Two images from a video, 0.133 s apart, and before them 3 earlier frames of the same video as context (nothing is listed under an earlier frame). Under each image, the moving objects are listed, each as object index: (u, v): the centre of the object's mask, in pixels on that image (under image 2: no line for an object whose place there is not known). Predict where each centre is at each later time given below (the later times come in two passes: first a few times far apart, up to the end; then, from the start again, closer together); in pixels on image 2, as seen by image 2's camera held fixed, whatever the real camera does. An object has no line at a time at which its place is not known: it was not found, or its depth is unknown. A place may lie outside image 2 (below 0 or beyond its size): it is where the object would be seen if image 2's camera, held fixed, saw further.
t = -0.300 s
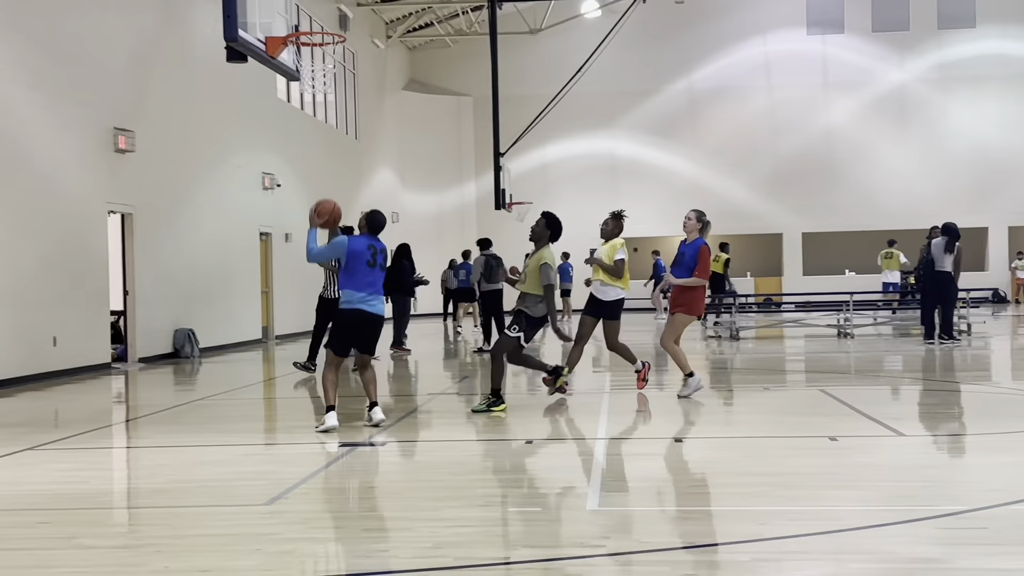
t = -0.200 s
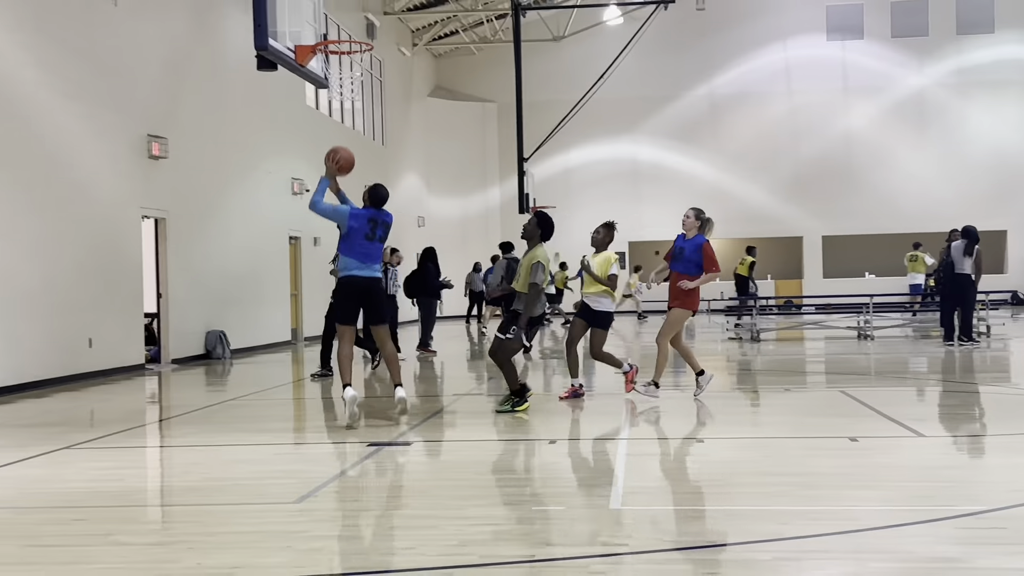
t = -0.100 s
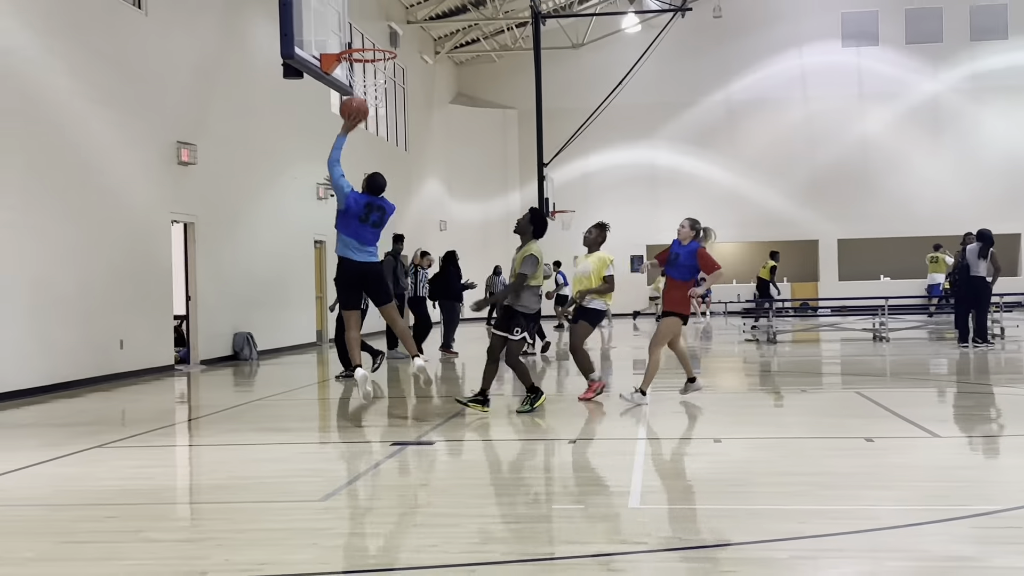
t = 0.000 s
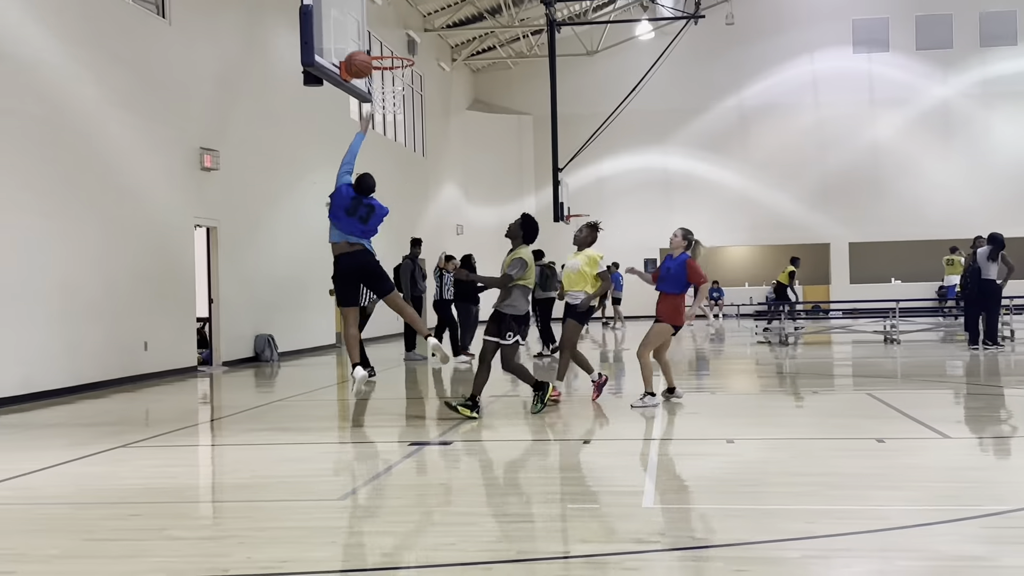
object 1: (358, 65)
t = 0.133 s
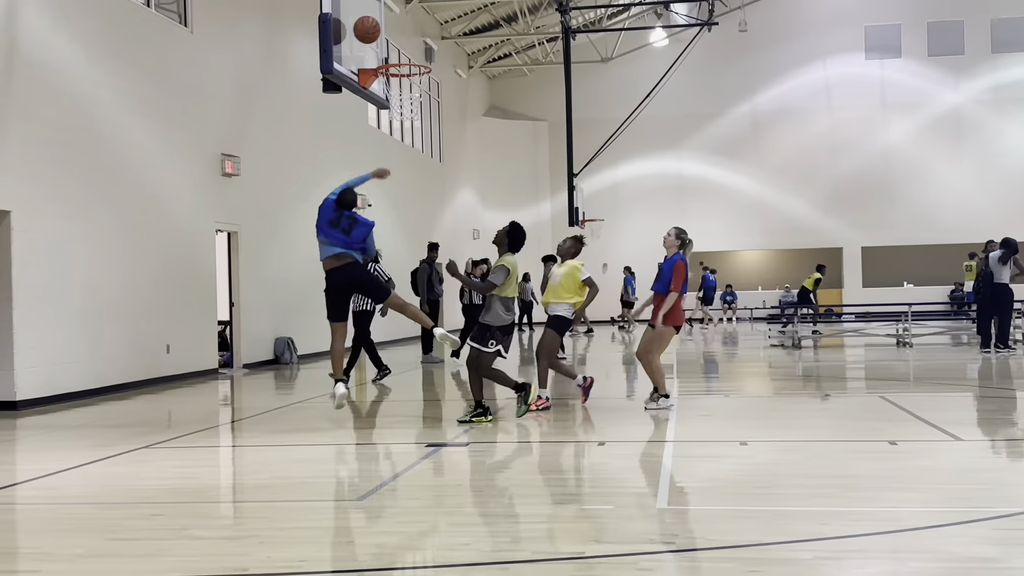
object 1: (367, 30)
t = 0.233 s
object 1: (384, 23)
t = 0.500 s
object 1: (428, 55)
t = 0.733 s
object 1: (416, 68)
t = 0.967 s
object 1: (404, 138)
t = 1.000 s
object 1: (402, 152)
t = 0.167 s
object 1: (372, 26)
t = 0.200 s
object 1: (378, 24)
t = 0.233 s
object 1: (384, 23)
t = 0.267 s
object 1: (390, 23)
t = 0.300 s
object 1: (395, 25)
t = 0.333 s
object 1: (401, 27)
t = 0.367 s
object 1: (407, 32)
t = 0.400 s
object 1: (413, 37)
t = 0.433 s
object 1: (418, 43)
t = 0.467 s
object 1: (424, 51)
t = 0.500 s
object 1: (428, 55)
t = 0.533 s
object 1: (426, 53)
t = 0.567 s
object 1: (424, 53)
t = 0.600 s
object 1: (422, 53)
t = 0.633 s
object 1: (421, 54)
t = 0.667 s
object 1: (420, 55)
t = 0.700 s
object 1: (418, 58)
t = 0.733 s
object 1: (416, 68)
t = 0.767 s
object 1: (414, 75)
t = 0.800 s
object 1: (412, 82)
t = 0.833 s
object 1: (410, 92)
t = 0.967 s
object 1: (404, 138)
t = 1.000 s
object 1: (402, 152)
